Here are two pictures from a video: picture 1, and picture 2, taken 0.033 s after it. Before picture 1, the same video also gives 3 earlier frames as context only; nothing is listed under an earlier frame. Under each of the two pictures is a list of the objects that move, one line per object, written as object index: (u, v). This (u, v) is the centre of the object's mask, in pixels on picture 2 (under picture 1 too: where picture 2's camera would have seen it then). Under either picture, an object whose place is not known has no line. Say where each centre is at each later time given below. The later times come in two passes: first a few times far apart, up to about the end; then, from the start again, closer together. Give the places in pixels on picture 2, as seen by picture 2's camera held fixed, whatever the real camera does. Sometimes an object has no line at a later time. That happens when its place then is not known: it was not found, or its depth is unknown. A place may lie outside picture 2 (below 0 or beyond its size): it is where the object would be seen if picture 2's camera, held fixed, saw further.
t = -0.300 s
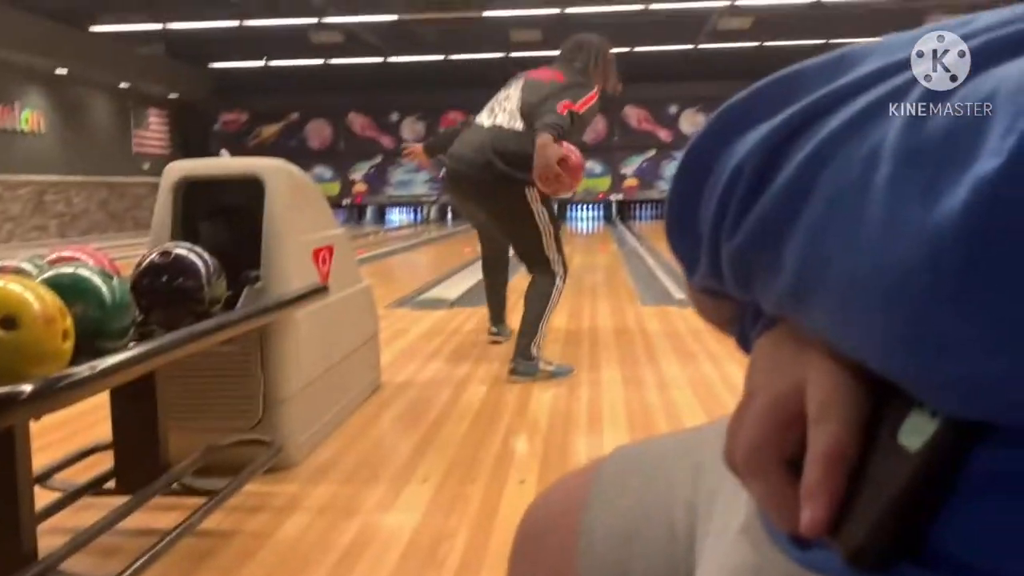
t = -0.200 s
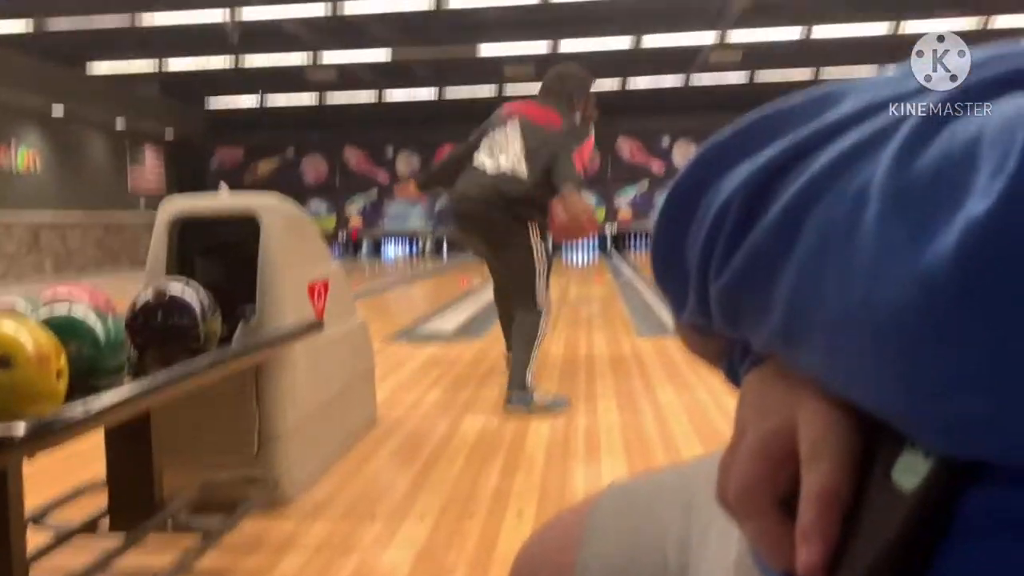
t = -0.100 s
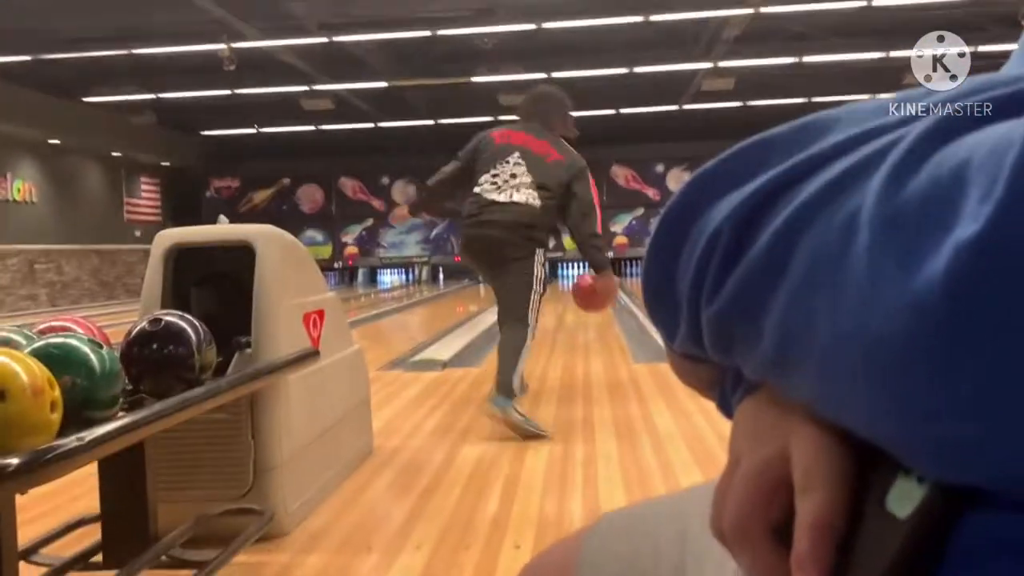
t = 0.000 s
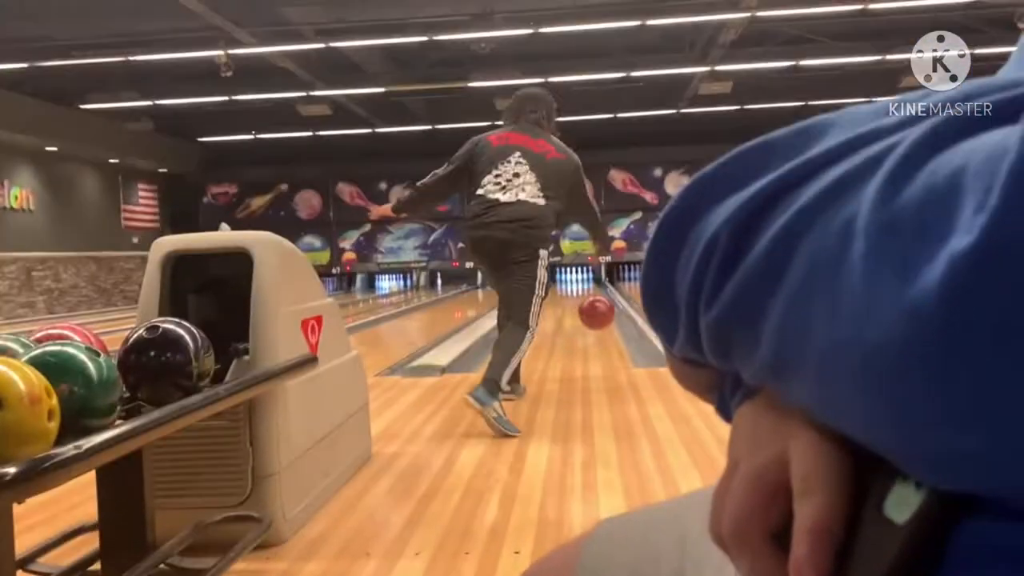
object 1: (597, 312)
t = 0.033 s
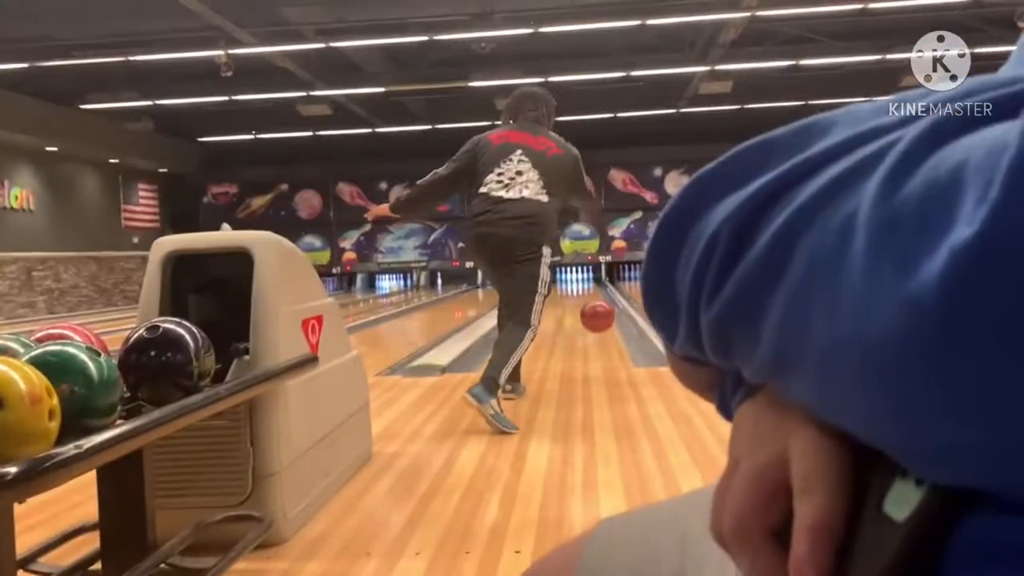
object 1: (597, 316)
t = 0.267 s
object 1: (599, 333)
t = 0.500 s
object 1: (599, 317)
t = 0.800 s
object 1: (591, 305)
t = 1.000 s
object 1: (597, 298)
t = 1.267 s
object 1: (593, 291)
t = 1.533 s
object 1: (591, 288)
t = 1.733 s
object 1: (588, 285)
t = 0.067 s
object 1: (598, 321)
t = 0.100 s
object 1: (598, 325)
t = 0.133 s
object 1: (599, 334)
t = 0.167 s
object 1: (599, 342)
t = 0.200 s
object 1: (599, 338)
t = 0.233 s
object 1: (599, 335)
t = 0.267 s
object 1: (599, 333)
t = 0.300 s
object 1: (598, 332)
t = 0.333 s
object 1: (598, 329)
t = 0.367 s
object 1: (599, 326)
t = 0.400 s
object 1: (599, 324)
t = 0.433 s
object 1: (598, 322)
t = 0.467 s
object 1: (598, 319)
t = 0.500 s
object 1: (599, 317)
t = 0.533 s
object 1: (601, 315)
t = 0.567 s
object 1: (603, 312)
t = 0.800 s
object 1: (591, 305)
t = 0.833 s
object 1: (593, 304)
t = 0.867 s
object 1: (593, 303)
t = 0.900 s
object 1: (594, 302)
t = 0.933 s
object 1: (594, 300)
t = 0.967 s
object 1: (595, 299)
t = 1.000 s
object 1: (597, 298)
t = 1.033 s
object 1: (600, 295)
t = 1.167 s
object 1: (591, 294)
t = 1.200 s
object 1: (593, 293)
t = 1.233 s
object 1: (593, 292)
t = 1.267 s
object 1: (593, 291)
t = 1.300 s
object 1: (592, 291)
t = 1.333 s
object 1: (592, 291)
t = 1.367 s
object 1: (592, 290)
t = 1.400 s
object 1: (592, 290)
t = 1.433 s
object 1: (591, 289)
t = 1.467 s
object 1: (591, 289)
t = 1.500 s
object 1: (591, 288)
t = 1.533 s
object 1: (591, 288)
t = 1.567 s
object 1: (590, 288)
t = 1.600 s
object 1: (590, 287)
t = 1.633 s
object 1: (590, 287)
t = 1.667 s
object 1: (588, 286)
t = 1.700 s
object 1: (589, 286)
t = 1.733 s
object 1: (588, 285)
